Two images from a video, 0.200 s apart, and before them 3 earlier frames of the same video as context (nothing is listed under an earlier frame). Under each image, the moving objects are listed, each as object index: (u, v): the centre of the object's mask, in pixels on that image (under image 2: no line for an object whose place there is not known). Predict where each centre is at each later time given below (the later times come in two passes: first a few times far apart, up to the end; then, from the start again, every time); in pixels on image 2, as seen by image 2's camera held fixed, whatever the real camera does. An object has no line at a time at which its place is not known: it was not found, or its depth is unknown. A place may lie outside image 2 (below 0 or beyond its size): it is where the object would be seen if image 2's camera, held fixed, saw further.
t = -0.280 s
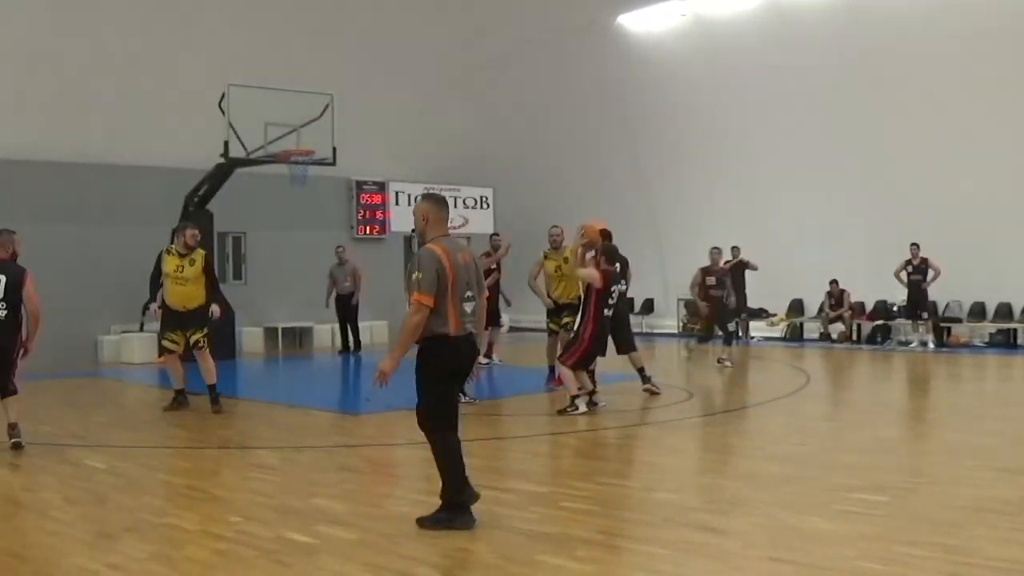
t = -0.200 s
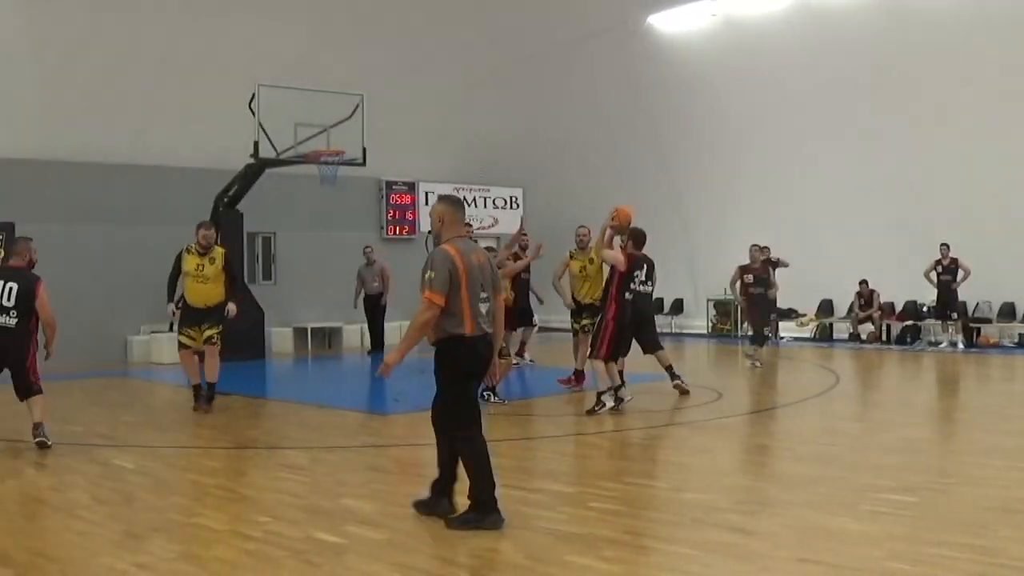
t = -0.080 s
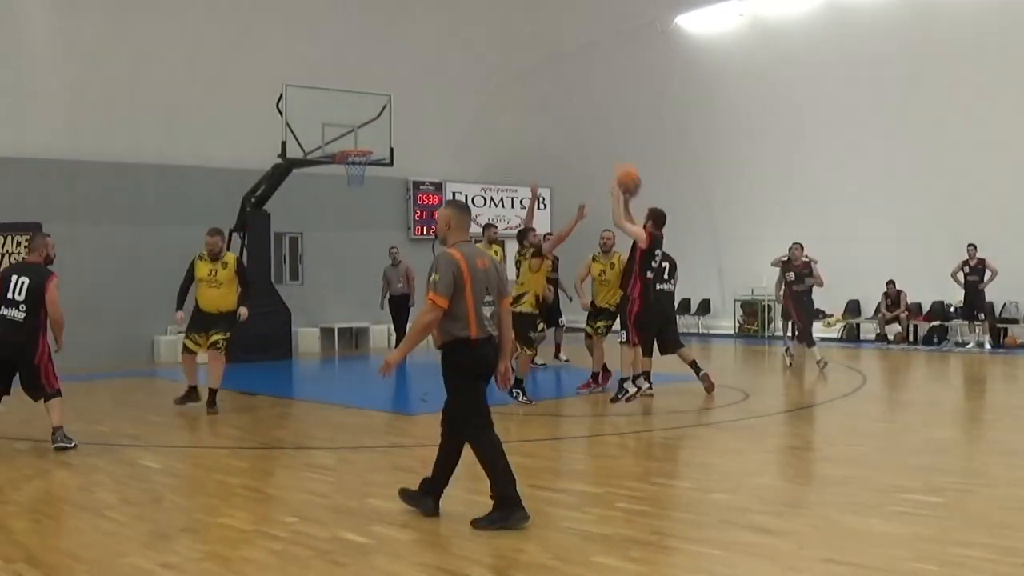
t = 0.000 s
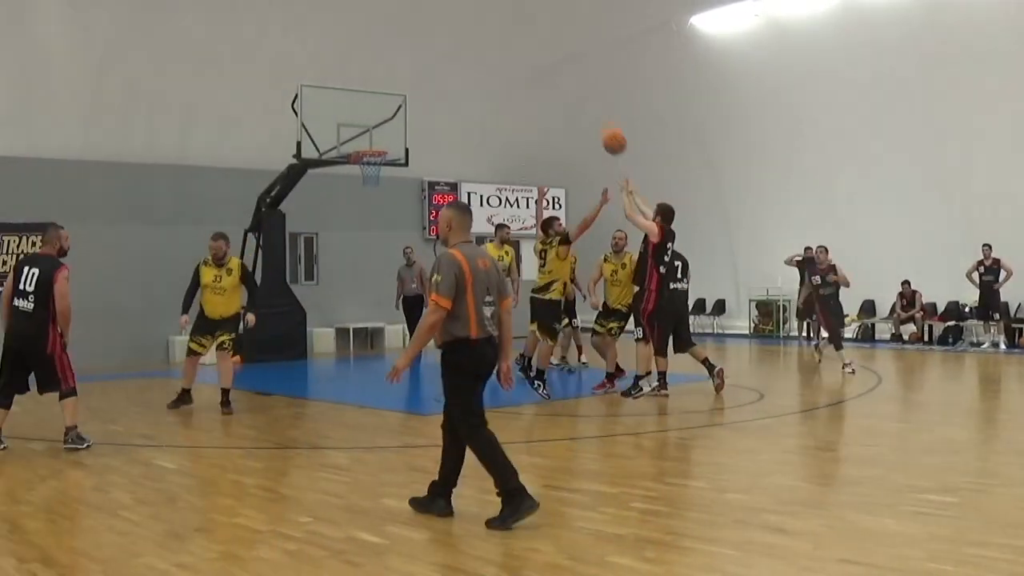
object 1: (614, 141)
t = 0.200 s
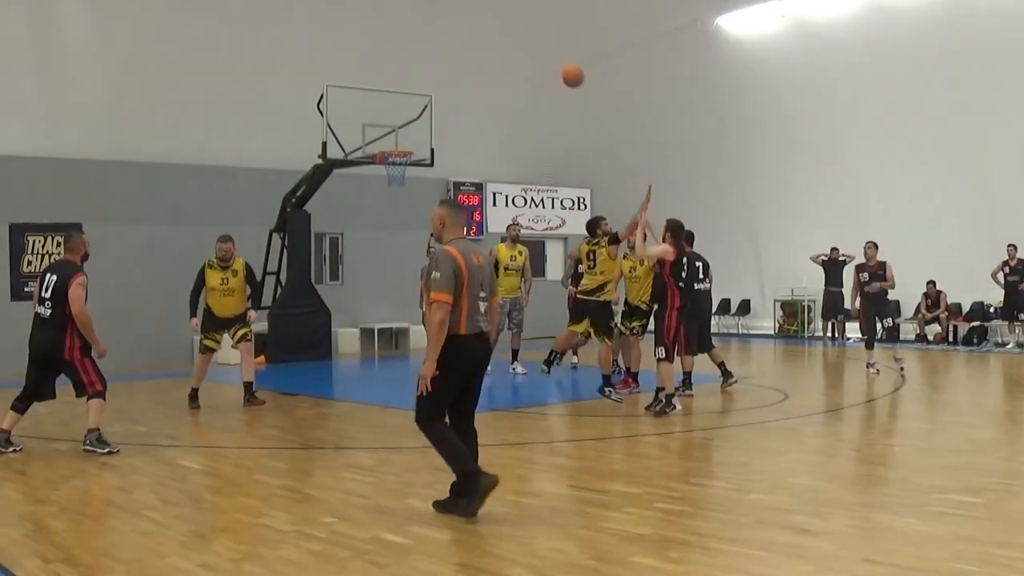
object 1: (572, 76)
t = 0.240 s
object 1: (562, 68)
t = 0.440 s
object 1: (510, 52)
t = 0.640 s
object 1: (463, 68)
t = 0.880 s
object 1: (416, 122)
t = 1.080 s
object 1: (400, 120)
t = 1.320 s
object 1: (417, 100)
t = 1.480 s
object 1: (429, 108)
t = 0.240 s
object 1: (562, 68)
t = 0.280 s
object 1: (551, 61)
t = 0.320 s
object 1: (540, 57)
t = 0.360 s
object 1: (530, 54)
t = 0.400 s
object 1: (520, 52)
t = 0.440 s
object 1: (510, 52)
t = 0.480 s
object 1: (500, 53)
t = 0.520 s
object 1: (490, 55)
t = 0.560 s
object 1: (481, 58)
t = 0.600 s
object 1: (472, 62)
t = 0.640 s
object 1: (463, 68)
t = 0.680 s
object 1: (455, 75)
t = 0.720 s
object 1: (447, 82)
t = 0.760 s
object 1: (438, 91)
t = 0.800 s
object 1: (431, 100)
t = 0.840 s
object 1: (424, 110)
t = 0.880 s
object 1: (416, 122)
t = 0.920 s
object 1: (408, 134)
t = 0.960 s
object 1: (402, 142)
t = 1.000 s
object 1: (398, 136)
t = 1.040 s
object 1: (397, 128)
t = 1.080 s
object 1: (400, 120)
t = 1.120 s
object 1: (402, 115)
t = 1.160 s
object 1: (405, 109)
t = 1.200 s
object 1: (408, 105)
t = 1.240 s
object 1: (411, 103)
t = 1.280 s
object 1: (414, 101)
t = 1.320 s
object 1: (417, 100)
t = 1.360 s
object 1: (420, 100)
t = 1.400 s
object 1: (423, 102)
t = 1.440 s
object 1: (426, 105)
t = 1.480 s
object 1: (429, 108)
